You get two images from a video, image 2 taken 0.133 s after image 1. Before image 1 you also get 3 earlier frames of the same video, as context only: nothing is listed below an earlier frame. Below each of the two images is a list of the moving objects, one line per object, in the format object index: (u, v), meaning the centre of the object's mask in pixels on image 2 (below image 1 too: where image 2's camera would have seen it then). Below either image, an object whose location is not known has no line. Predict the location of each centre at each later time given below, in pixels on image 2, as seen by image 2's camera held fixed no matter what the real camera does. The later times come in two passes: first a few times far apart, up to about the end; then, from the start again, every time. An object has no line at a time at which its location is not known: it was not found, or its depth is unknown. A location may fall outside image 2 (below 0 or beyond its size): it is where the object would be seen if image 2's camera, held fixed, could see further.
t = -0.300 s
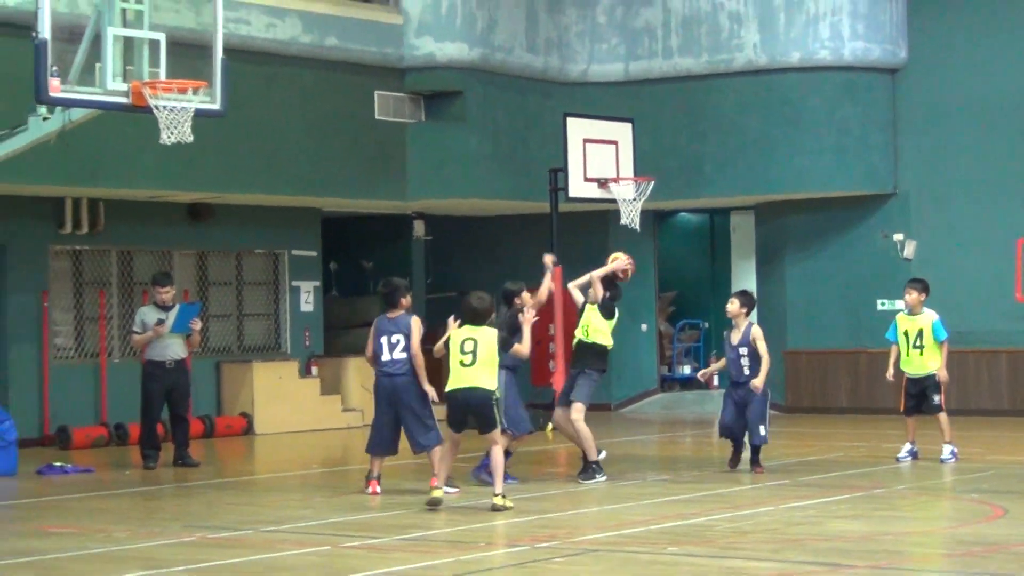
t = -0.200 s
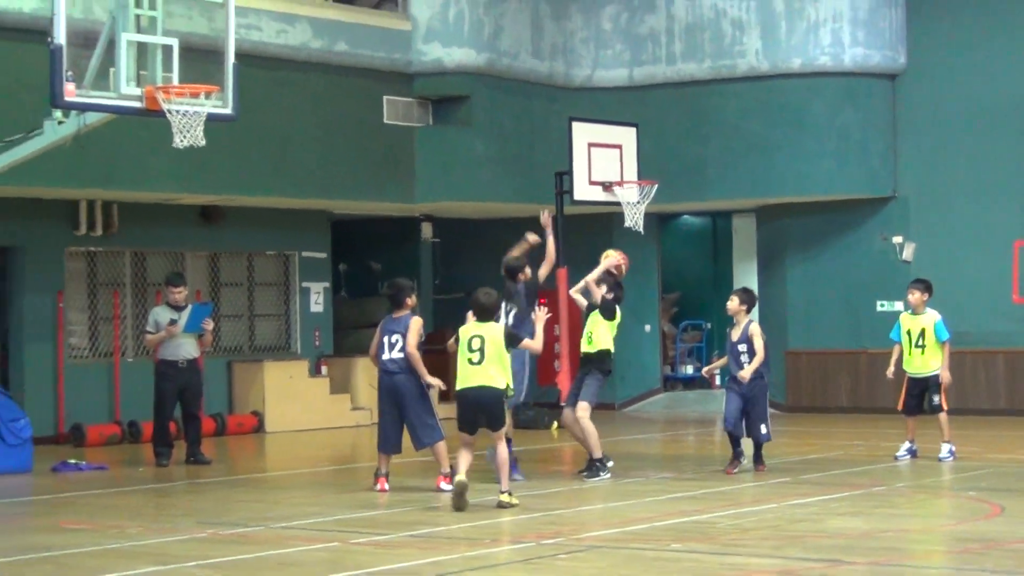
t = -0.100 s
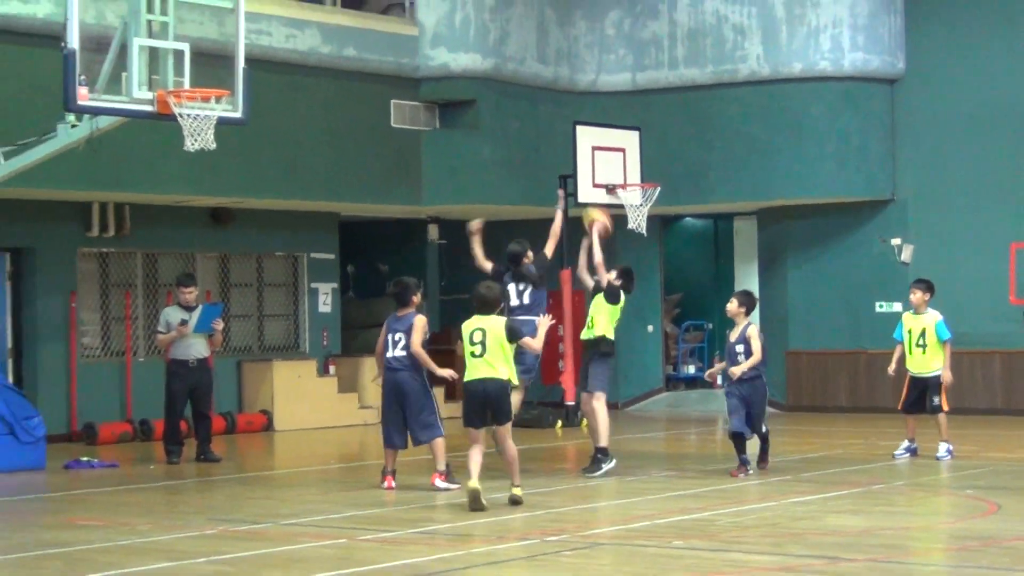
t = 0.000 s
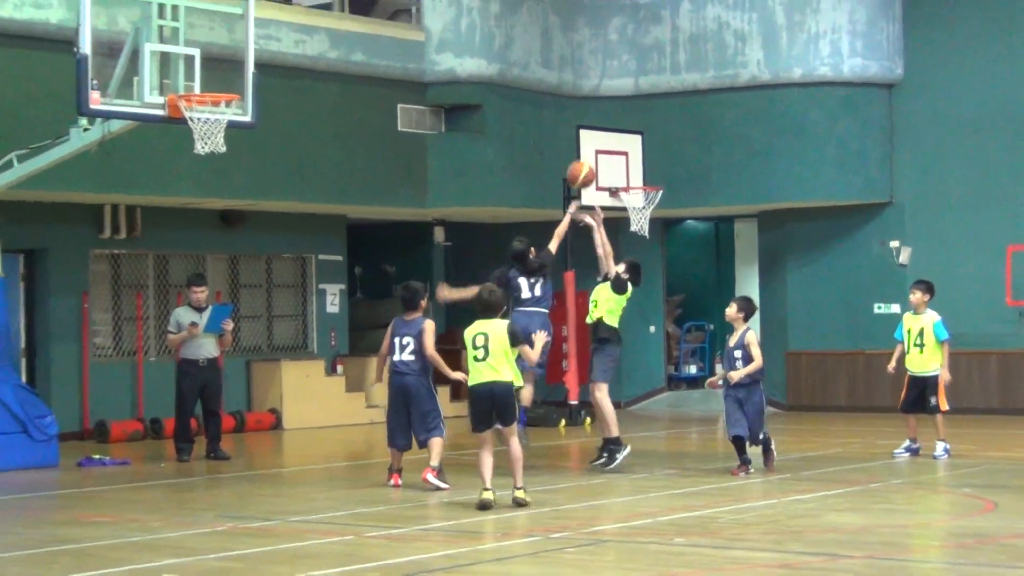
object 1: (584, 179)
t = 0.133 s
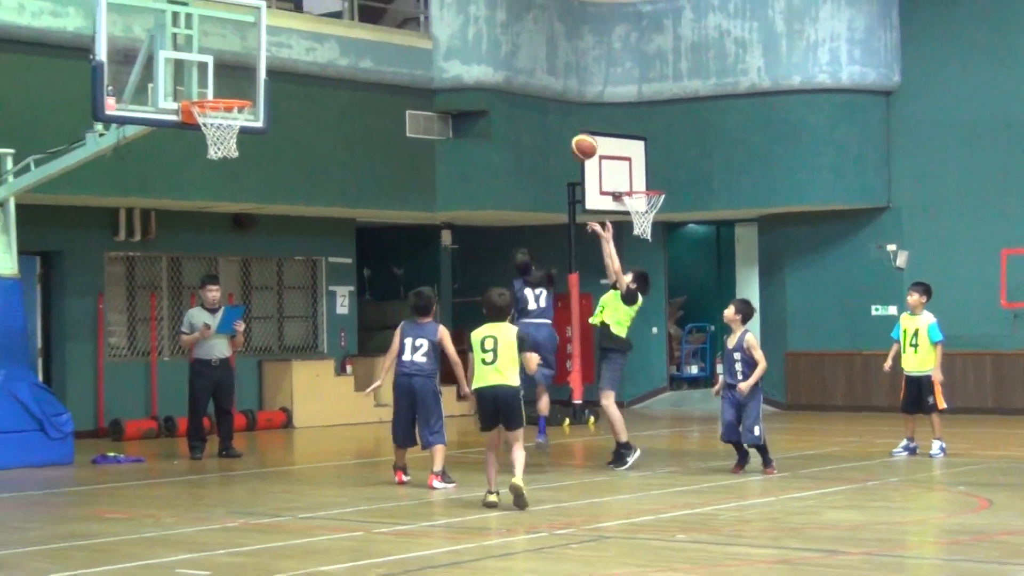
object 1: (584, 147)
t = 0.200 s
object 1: (583, 137)
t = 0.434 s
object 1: (582, 148)
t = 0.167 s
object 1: (584, 141)
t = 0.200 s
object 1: (583, 137)
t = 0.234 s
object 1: (583, 135)
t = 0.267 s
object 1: (583, 134)
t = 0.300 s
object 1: (583, 134)
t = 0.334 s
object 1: (583, 136)
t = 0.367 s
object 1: (583, 139)
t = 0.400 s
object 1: (582, 143)
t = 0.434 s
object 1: (582, 148)
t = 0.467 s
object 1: (582, 154)
